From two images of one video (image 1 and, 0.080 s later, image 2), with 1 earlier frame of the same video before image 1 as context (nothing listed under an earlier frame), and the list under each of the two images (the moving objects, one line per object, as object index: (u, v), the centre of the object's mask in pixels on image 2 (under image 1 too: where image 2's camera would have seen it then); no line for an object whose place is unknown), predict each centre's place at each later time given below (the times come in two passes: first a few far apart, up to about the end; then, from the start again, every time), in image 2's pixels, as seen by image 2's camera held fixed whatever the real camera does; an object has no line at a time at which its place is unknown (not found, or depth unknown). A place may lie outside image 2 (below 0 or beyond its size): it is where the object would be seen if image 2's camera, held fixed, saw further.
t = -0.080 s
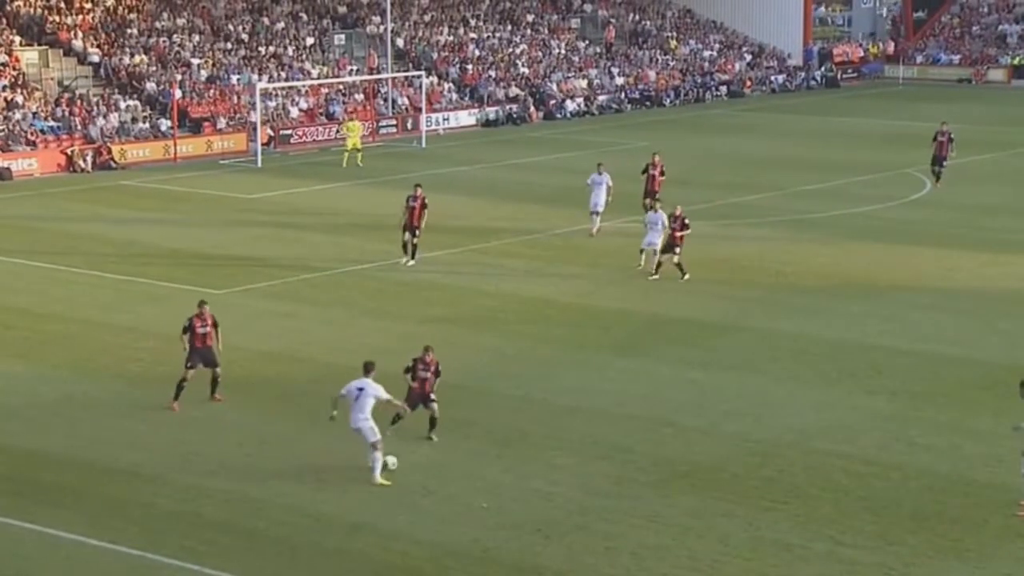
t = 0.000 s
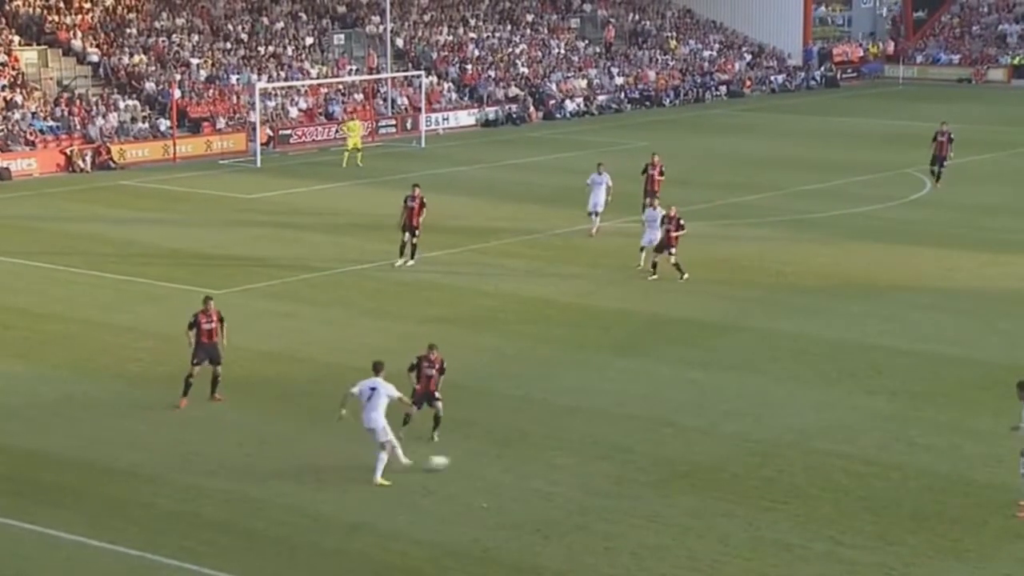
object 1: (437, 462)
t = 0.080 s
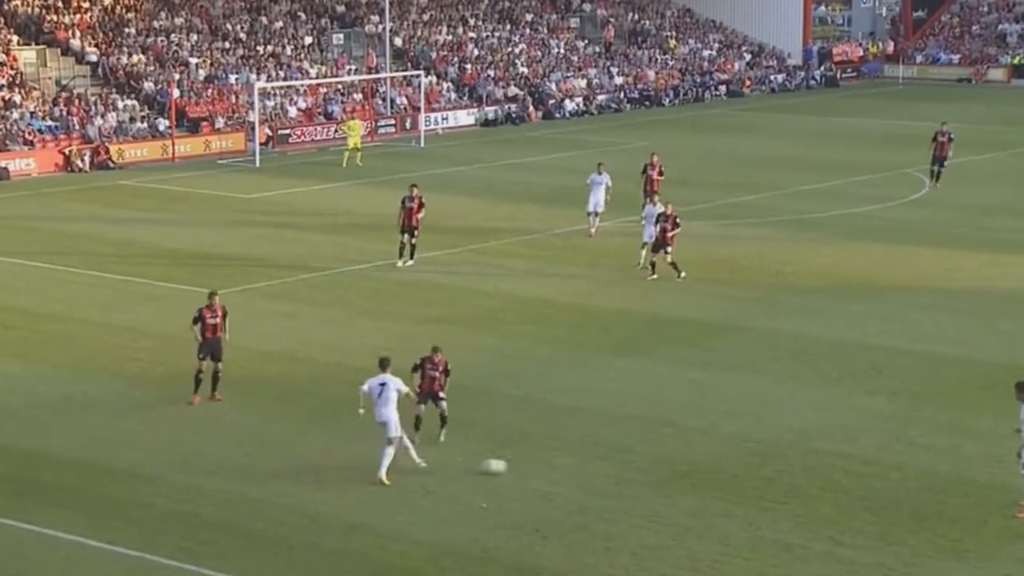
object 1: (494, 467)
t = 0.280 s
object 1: (630, 472)
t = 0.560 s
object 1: (796, 479)
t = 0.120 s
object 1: (524, 469)
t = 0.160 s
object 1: (551, 469)
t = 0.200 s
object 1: (577, 469)
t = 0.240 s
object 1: (604, 470)
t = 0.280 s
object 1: (630, 472)
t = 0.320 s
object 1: (656, 473)
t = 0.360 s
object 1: (681, 473)
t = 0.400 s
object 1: (705, 475)
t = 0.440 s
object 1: (729, 476)
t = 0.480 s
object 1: (752, 477)
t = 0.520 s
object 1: (775, 478)
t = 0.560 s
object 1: (796, 479)
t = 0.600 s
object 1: (818, 481)
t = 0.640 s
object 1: (838, 481)
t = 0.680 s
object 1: (857, 482)
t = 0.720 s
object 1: (878, 483)
